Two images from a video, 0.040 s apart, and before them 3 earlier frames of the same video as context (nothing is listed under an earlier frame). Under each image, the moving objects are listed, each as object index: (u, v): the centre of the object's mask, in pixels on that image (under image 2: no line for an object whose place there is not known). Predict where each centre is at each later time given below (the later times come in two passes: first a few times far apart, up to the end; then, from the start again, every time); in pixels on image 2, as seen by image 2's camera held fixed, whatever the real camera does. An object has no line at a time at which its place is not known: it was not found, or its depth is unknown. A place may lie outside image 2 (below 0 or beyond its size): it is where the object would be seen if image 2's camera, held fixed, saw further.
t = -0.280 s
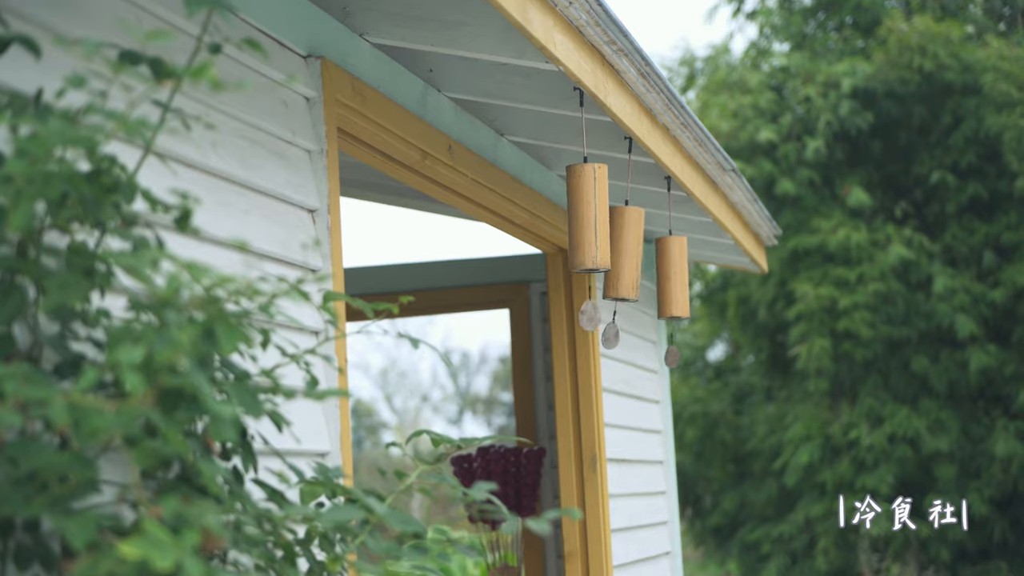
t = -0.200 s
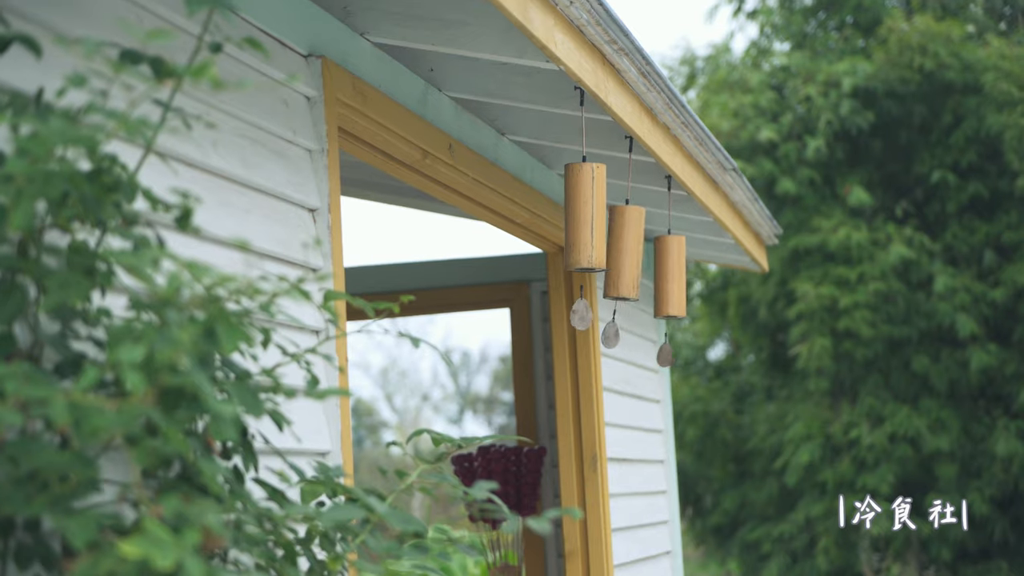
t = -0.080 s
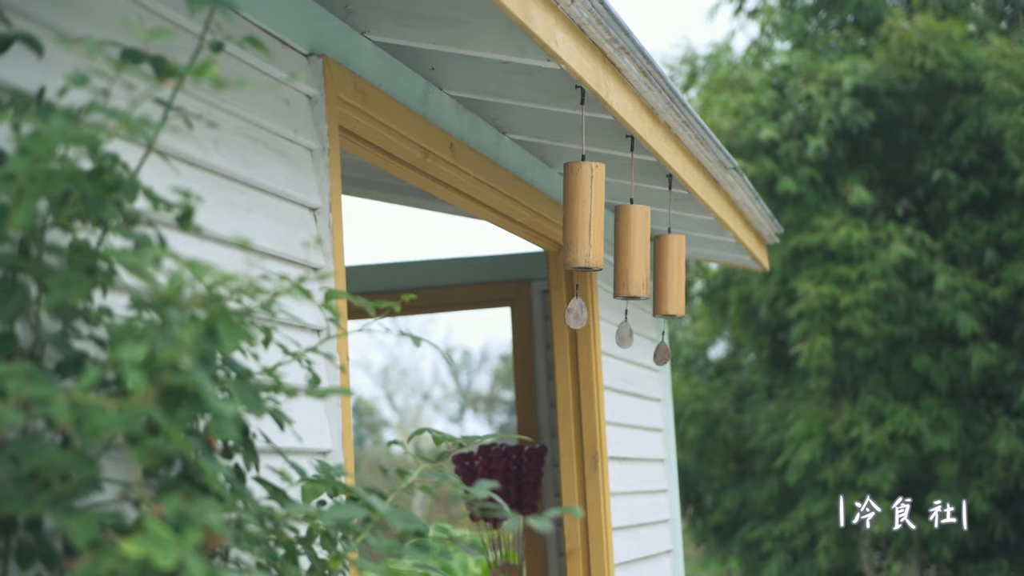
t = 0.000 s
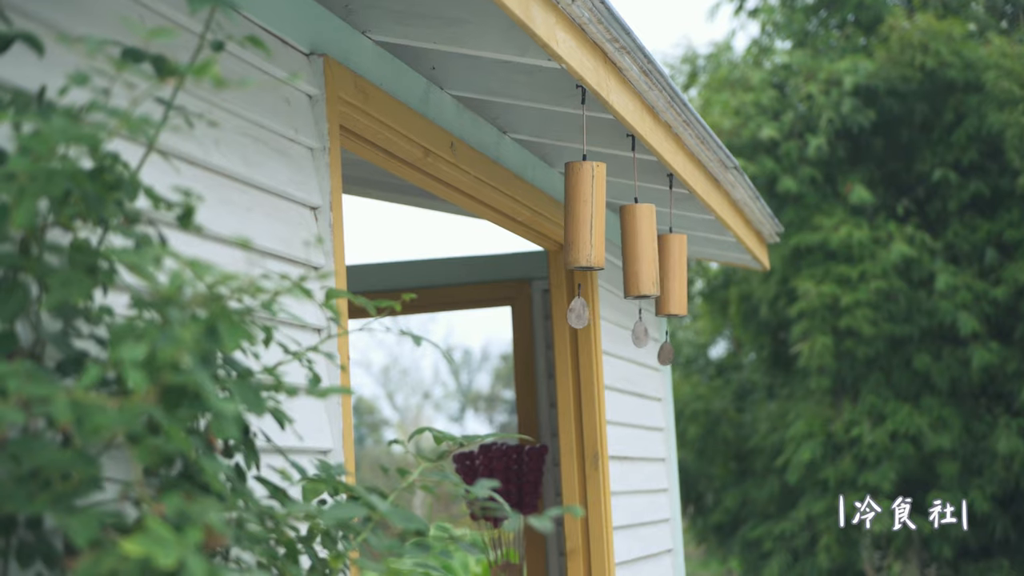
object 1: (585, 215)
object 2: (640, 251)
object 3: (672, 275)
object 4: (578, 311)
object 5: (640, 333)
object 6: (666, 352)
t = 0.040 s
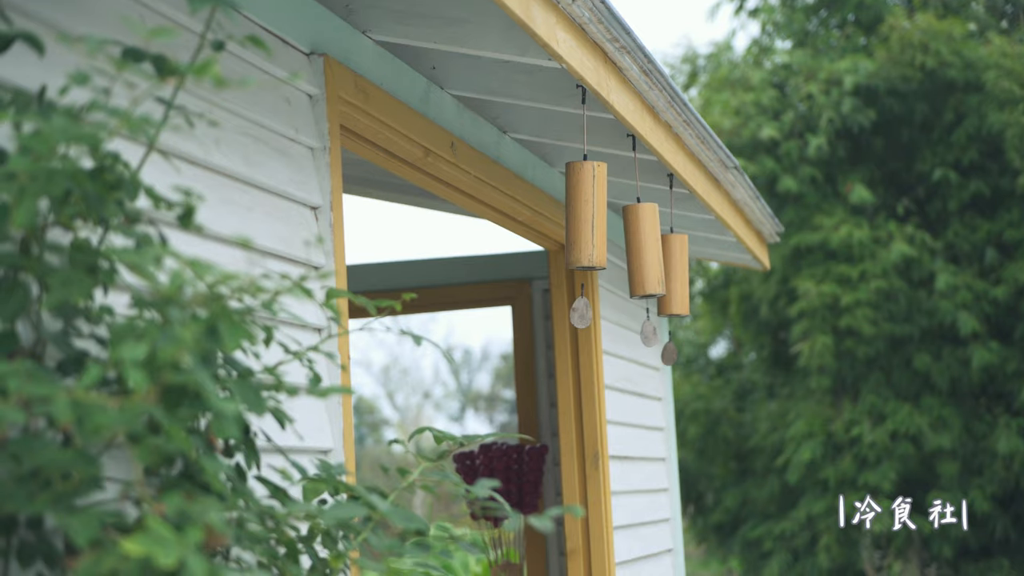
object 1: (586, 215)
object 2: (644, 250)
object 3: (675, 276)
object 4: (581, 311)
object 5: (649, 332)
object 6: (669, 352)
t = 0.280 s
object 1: (598, 215)
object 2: (658, 249)
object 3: (689, 278)
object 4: (612, 310)
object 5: (683, 328)
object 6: (698, 351)
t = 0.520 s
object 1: (601, 214)
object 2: (644, 250)
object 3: (685, 274)
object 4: (619, 309)
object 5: (653, 331)
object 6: (701, 351)
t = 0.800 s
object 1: (588, 215)
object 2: (626, 250)
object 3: (673, 275)
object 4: (586, 311)
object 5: (611, 331)
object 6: (670, 351)
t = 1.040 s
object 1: (586, 215)
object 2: (641, 251)
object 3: (674, 275)
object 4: (580, 311)
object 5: (643, 333)
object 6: (667, 352)
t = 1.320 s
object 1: (599, 215)
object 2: (658, 248)
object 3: (689, 277)
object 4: (613, 310)
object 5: (684, 327)
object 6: (699, 352)
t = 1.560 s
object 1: (601, 214)
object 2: (644, 251)
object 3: (685, 274)
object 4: (618, 309)
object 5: (650, 332)
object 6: (701, 350)
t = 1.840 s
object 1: (588, 215)
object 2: (627, 250)
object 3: (673, 274)
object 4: (586, 311)
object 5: (612, 331)
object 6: (669, 351)
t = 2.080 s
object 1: (587, 215)
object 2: (641, 250)
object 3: (674, 275)
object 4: (583, 311)
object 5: (646, 332)
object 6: (669, 351)
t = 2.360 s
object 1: (600, 215)
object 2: (658, 249)
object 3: (690, 277)
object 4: (615, 309)
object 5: (683, 326)
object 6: (700, 351)
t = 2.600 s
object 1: (601, 214)
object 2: (644, 251)
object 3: (685, 274)
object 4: (617, 309)
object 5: (649, 331)
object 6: (701, 350)
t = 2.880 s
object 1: (587, 214)
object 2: (627, 250)
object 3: (673, 274)
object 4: (586, 310)
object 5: (614, 331)
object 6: (669, 351)
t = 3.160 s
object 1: (589, 215)
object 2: (645, 250)
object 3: (677, 275)
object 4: (590, 310)
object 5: (653, 331)
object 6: (673, 351)
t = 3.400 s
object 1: (601, 214)
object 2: (658, 249)
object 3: (690, 276)
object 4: (617, 309)
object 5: (682, 327)
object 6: (702, 350)
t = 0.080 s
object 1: (587, 215)
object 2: (647, 250)
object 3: (677, 277)
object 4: (584, 312)
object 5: (657, 331)
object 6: (673, 351)
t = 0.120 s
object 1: (589, 215)
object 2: (651, 250)
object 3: (680, 278)
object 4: (590, 312)
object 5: (665, 330)
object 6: (678, 352)
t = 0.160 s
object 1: (592, 215)
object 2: (654, 249)
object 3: (683, 278)
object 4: (596, 311)
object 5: (672, 330)
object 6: (684, 354)
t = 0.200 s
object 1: (594, 215)
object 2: (656, 249)
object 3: (685, 278)
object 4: (602, 311)
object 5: (678, 329)
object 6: (689, 354)
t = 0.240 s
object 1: (596, 215)
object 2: (657, 249)
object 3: (687, 278)
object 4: (607, 311)
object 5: (682, 328)
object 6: (693, 353)
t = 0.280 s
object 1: (598, 215)
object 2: (658, 249)
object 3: (689, 278)
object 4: (612, 310)
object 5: (683, 328)
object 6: (698, 351)
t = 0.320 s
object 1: (600, 214)
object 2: (657, 248)
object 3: (689, 277)
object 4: (615, 310)
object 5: (683, 328)
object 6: (701, 351)
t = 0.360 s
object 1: (601, 214)
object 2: (656, 249)
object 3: (690, 276)
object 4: (618, 309)
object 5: (680, 328)
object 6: (704, 350)
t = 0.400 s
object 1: (602, 214)
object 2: (654, 249)
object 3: (689, 276)
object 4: (620, 309)
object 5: (675, 328)
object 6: (705, 350)
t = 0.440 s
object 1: (602, 214)
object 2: (651, 250)
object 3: (688, 275)
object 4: (621, 309)
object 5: (669, 329)
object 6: (705, 350)
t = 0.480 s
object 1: (602, 214)
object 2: (648, 250)
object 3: (686, 274)
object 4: (620, 309)
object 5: (662, 331)
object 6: (704, 350)
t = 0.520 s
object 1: (601, 214)
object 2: (644, 250)
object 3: (685, 274)
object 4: (619, 309)
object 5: (653, 331)
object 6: (701, 351)
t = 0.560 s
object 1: (600, 214)
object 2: (641, 251)
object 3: (684, 274)
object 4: (616, 310)
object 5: (644, 332)
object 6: (698, 351)
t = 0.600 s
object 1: (598, 214)
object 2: (637, 251)
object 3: (682, 274)
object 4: (611, 310)
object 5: (635, 332)
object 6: (694, 352)
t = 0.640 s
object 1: (597, 214)
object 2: (634, 252)
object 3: (680, 274)
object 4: (606, 310)
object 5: (627, 332)
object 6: (689, 352)
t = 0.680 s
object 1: (595, 214)
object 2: (631, 252)
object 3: (678, 274)
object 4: (601, 311)
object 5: (620, 332)
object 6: (684, 352)
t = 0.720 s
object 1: (592, 215)
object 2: (629, 251)
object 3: (676, 274)
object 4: (595, 311)
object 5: (615, 331)
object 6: (679, 351)
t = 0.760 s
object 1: (590, 215)
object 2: (627, 251)
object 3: (675, 275)
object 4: (591, 311)
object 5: (612, 331)
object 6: (674, 352)
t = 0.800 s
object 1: (588, 215)
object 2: (626, 250)
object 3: (673, 275)
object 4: (586, 311)
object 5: (611, 331)
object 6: (670, 351)
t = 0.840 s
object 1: (586, 215)
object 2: (627, 251)
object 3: (672, 274)
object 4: (583, 311)
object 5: (611, 331)
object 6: (666, 351)
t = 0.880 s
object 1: (585, 215)
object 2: (628, 251)
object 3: (671, 275)
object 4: (580, 311)
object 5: (615, 332)
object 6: (664, 352)
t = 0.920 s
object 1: (585, 215)
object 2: (630, 251)
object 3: (670, 275)
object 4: (579, 311)
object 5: (620, 332)
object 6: (663, 352)
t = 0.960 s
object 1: (585, 215)
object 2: (633, 251)
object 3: (671, 275)
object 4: (578, 311)
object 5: (626, 333)
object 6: (663, 352)
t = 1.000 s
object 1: (585, 215)
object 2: (637, 251)
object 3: (671, 275)
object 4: (579, 311)
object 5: (634, 333)
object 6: (665, 352)
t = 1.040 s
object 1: (586, 215)
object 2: (641, 251)
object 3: (674, 275)
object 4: (580, 311)
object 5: (643, 333)
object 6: (667, 352)
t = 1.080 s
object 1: (587, 215)
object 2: (644, 250)
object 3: (676, 276)
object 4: (584, 311)
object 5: (652, 332)
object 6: (671, 352)
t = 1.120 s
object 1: (589, 215)
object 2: (648, 250)
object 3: (679, 277)
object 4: (588, 311)
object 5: (661, 331)
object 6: (675, 352)
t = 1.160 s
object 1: (591, 215)
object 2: (651, 249)
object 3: (681, 278)
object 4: (594, 311)
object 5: (668, 330)
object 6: (680, 353)
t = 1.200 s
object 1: (593, 215)
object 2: (654, 249)
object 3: (684, 278)
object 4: (599, 311)
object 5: (675, 328)
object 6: (685, 354)
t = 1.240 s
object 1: (595, 215)
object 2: (656, 249)
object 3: (686, 278)
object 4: (605, 311)
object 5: (680, 327)
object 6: (690, 353)
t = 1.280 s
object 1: (597, 215)
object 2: (657, 248)
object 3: (688, 278)
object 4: (610, 311)
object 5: (683, 327)
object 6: (695, 352)
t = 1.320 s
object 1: (599, 215)
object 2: (658, 248)
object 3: (689, 277)
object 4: (613, 310)
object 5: (684, 327)
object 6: (699, 352)
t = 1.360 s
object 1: (601, 215)
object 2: (657, 249)
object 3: (690, 277)
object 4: (616, 310)
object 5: (683, 327)
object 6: (702, 350)
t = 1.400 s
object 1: (601, 214)
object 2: (656, 249)
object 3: (690, 276)
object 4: (619, 309)
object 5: (680, 328)
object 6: (703, 351)
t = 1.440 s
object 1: (602, 214)
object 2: (653, 249)
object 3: (689, 275)
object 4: (620, 310)
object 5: (674, 329)
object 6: (704, 350)
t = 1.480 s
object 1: (602, 215)
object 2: (651, 250)
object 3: (688, 275)
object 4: (620, 309)
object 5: (667, 330)
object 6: (704, 350)
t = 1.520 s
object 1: (602, 214)
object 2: (647, 251)
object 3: (686, 274)
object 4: (620, 309)
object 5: (659, 331)
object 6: (703, 350)
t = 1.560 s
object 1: (601, 214)
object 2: (644, 251)
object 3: (685, 274)
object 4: (618, 309)
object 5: (650, 332)
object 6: (701, 350)
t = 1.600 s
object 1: (599, 214)
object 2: (640, 251)
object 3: (684, 274)
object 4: (614, 309)
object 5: (641, 332)
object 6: (697, 350)
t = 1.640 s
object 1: (598, 214)
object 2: (637, 251)
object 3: (682, 274)
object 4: (610, 310)
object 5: (633, 332)
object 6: (693, 351)
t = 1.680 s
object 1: (596, 215)
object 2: (634, 251)
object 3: (680, 274)
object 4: (605, 310)
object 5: (626, 332)
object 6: (688, 351)
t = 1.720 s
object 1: (594, 215)
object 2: (631, 251)
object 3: (678, 274)
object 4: (599, 311)
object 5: (619, 332)
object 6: (684, 351)
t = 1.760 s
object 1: (591, 215)
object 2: (629, 251)
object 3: (676, 274)
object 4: (594, 311)
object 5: (615, 331)
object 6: (678, 352)
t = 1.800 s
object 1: (590, 215)
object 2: (627, 251)
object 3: (674, 275)
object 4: (590, 311)
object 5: (612, 331)
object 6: (673, 351)
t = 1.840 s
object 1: (588, 215)
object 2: (627, 250)
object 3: (673, 274)
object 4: (586, 311)
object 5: (612, 331)
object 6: (669, 351)
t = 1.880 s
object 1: (586, 215)
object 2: (627, 251)
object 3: (672, 274)
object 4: (583, 311)
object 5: (613, 331)
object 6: (666, 351)
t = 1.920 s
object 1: (585, 215)
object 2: (629, 251)
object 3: (671, 274)
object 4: (581, 311)
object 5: (617, 331)
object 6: (665, 351)
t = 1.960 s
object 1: (585, 215)
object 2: (631, 251)
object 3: (671, 274)
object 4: (580, 311)
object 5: (622, 332)
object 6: (664, 351)
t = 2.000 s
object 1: (585, 215)
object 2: (634, 251)
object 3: (671, 275)
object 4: (580, 311)
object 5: (629, 332)
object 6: (664, 351)
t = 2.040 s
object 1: (586, 215)
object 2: (637, 251)
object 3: (672, 275)
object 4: (580, 310)
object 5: (637, 332)
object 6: (666, 351)
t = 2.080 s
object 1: (587, 215)
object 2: (641, 250)
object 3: (674, 275)
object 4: (583, 311)
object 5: (646, 332)
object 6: (669, 351)
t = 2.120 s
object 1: (588, 215)
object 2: (645, 250)
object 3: (677, 276)
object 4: (587, 311)
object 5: (654, 331)
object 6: (673, 351)
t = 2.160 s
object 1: (590, 215)
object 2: (648, 250)
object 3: (679, 277)
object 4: (592, 311)
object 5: (663, 331)
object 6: (677, 352)
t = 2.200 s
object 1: (592, 215)
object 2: (652, 249)
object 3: (682, 278)
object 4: (597, 311)
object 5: (670, 331)
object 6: (681, 353)
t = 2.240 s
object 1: (594, 215)
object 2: (655, 249)
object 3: (685, 278)
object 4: (603, 311)
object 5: (676, 328)
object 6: (687, 353)
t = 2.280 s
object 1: (597, 215)
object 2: (657, 249)
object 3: (687, 278)
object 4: (607, 310)
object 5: (680, 328)
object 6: (692, 352)
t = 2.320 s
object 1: (599, 215)
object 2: (658, 249)
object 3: (688, 278)
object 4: (612, 310)
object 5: (682, 326)
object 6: (696, 352)
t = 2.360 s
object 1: (600, 215)
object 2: (658, 249)
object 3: (690, 277)
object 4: (615, 309)
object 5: (683, 326)
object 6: (700, 351)
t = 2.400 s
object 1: (601, 215)
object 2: (658, 249)
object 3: (690, 277)
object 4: (618, 309)
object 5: (682, 327)
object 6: (703, 350)
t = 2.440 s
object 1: (602, 216)
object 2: (656, 249)
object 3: (690, 276)
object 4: (620, 309)
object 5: (678, 327)
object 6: (704, 350)
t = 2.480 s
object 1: (602, 215)
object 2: (654, 249)
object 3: (690, 275)
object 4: (621, 309)
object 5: (673, 329)
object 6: (705, 350)
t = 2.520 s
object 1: (602, 215)
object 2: (651, 250)
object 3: (688, 275)
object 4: (621, 309)
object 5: (666, 329)
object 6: (704, 350)
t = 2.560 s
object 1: (601, 215)
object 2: (648, 250)
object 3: (686, 274)
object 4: (620, 309)
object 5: (657, 331)
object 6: (703, 350)
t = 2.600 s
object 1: (601, 214)
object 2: (644, 251)
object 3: (685, 274)
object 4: (617, 309)
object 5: (649, 331)
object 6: (701, 350)
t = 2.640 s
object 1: (599, 215)
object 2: (640, 251)
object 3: (684, 274)
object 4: (613, 309)
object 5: (641, 332)
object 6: (697, 350)
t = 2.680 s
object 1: (597, 214)
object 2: (637, 251)
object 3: (682, 274)
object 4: (609, 310)
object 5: (634, 332)
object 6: (692, 351)
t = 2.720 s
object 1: (595, 214)
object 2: (634, 251)
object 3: (680, 274)
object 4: (603, 310)
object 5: (627, 332)
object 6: (688, 351)
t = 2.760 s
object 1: (593, 215)
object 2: (631, 251)
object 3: (678, 274)
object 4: (598, 310)
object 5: (621, 331)
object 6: (683, 351)
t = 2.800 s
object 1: (591, 215)
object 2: (629, 251)
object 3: (676, 274)
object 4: (593, 310)
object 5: (617, 331)
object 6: (677, 351)
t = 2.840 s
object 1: (589, 215)
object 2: (627, 250)
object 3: (674, 274)
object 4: (589, 310)
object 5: (614, 331)
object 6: (672, 350)
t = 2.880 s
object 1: (587, 214)
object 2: (627, 250)
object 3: (673, 274)
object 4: (586, 310)
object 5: (614, 331)
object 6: (669, 351)
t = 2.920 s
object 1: (586, 215)
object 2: (627, 250)
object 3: (672, 274)
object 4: (583, 311)
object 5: (616, 331)
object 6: (666, 350)
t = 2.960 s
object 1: (585, 214)
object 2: (629, 250)
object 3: (671, 274)
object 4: (581, 310)
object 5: (619, 331)
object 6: (664, 351)
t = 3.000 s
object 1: (585, 214)
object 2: (631, 251)
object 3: (671, 274)
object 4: (580, 310)
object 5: (624, 332)
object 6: (664, 351)
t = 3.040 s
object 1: (585, 214)
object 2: (634, 251)
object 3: (671, 274)
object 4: (581, 310)
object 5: (631, 332)
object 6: (665, 351)
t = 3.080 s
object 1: (586, 214)
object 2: (637, 251)
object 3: (673, 274)
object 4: (583, 311)
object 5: (638, 332)
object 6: (666, 351)
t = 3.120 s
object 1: (588, 215)
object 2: (641, 250)
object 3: (675, 275)
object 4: (586, 310)
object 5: (645, 332)
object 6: (670, 351)
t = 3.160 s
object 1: (589, 215)
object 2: (645, 250)
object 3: (677, 275)
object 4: (590, 310)
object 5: (653, 331)
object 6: (673, 351)
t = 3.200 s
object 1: (591, 215)
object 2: (649, 250)
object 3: (680, 276)
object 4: (595, 311)
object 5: (661, 330)
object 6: (678, 352)
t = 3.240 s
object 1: (593, 215)
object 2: (652, 249)
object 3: (683, 276)
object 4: (600, 311)
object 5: (668, 329)
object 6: (684, 352)
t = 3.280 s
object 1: (595, 215)
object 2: (655, 249)
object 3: (685, 277)
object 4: (605, 310)
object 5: (674, 329)
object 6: (687, 352)
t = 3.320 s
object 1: (598, 215)
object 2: (657, 249)
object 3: (688, 276)
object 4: (610, 310)
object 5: (678, 327)
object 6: (694, 351)
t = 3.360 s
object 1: (600, 214)
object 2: (658, 249)
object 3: (689, 277)
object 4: (614, 309)
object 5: (681, 326)
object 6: (698, 350)
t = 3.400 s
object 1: (601, 214)
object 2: (658, 249)
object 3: (690, 276)
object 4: (617, 309)
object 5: (682, 327)
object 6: (702, 350)
